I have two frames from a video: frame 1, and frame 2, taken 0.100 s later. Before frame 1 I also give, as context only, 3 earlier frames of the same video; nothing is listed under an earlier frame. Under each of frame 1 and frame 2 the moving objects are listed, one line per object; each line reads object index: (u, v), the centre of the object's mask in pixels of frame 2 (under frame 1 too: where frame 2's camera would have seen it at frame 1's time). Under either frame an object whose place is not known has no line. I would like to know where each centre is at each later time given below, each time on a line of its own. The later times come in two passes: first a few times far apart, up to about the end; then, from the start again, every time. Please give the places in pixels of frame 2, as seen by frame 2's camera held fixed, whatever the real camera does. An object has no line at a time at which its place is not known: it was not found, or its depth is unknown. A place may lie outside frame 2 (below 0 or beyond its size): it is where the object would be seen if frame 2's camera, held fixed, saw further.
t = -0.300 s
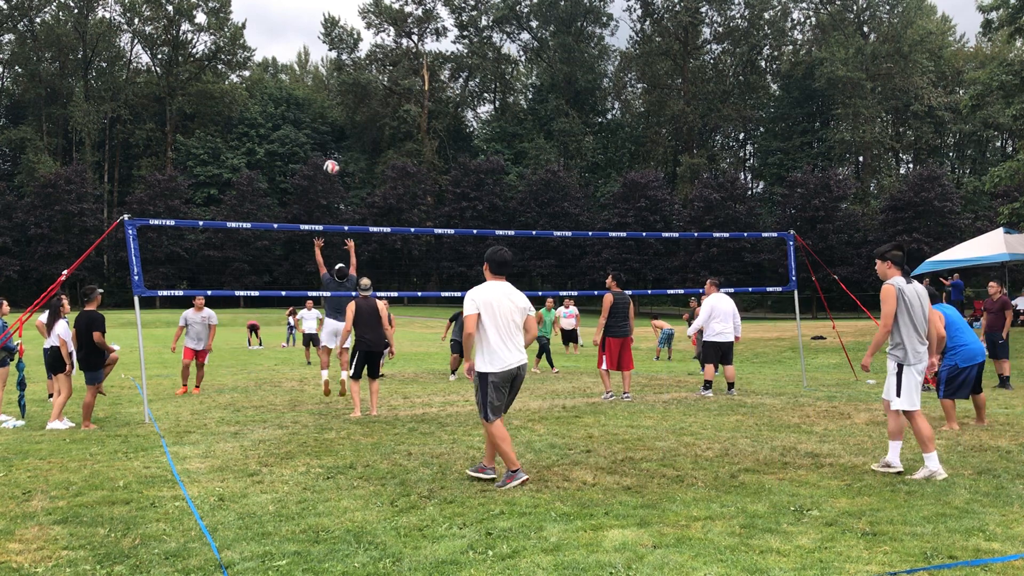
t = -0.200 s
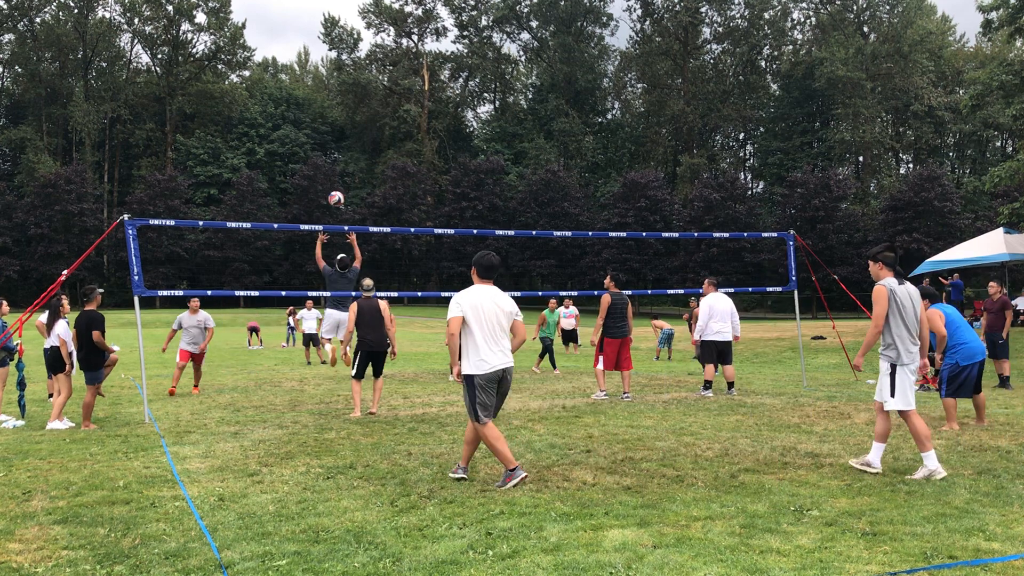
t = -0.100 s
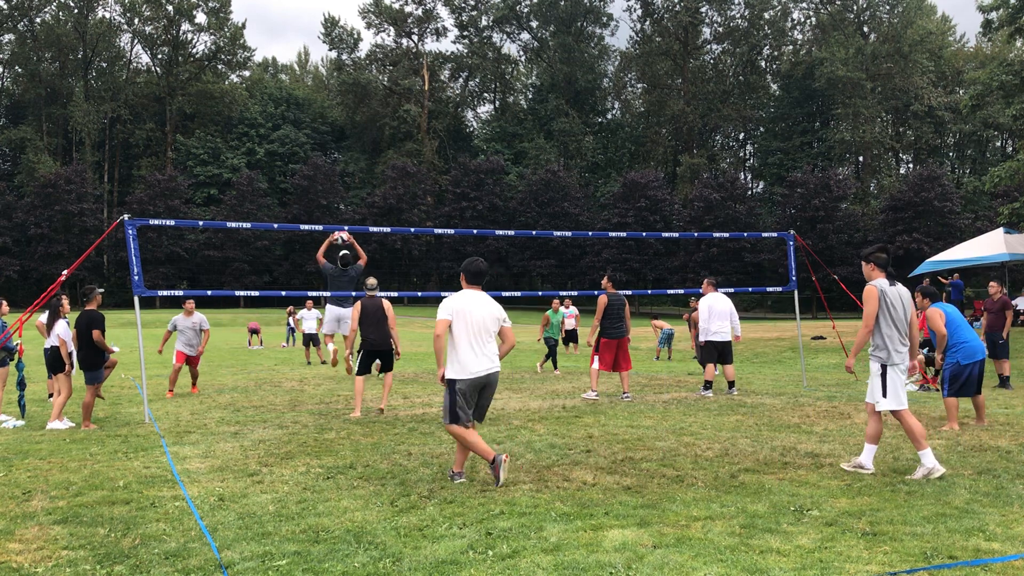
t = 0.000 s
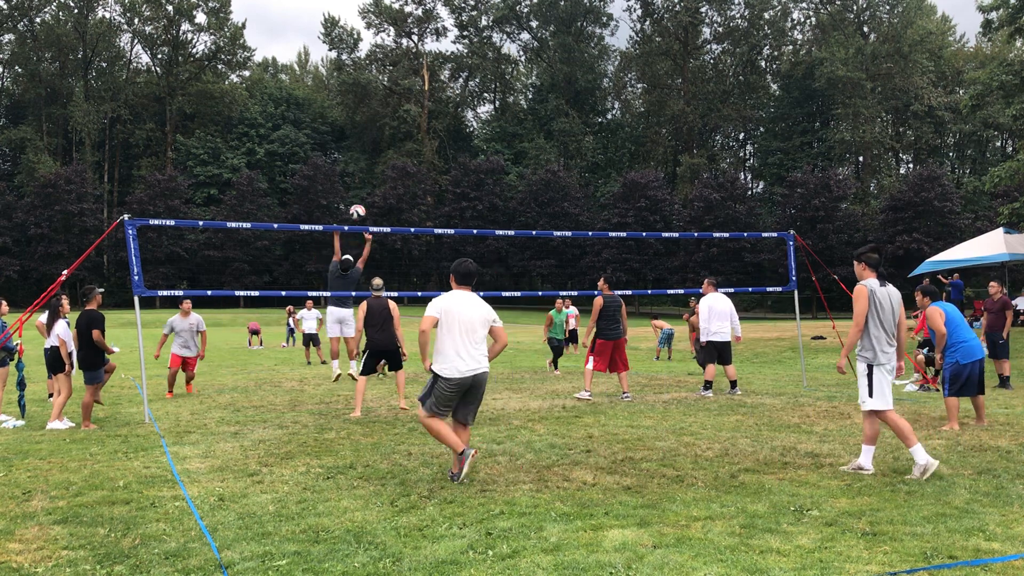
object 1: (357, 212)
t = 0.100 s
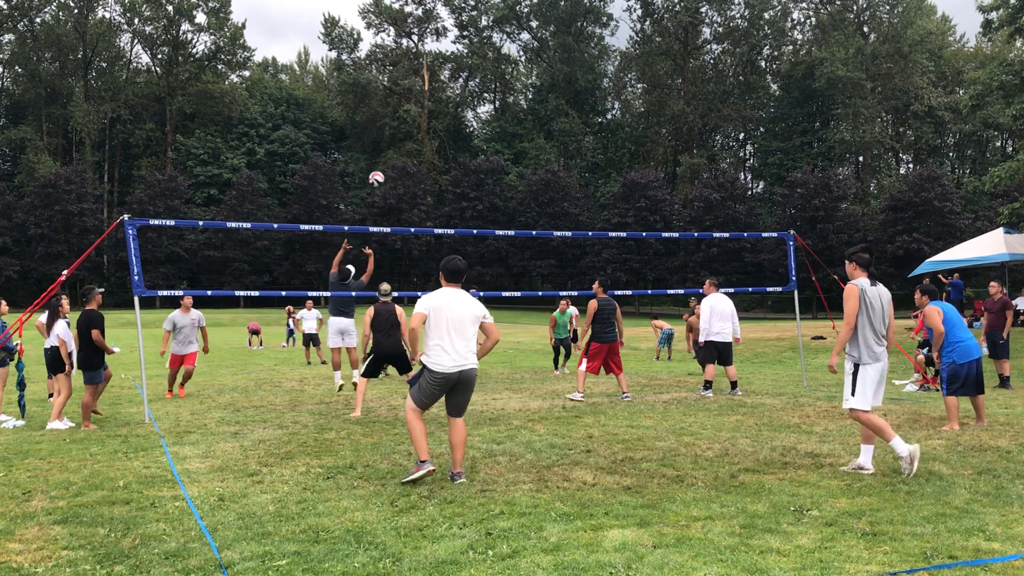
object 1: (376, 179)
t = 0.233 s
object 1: (401, 147)
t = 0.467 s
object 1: (443, 123)
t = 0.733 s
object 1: (488, 141)
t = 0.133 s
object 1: (382, 169)
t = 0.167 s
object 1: (389, 161)
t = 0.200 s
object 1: (395, 154)
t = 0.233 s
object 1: (401, 147)
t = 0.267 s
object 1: (407, 141)
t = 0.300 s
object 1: (413, 136)
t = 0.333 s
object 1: (419, 132)
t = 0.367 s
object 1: (425, 128)
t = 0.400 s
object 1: (431, 126)
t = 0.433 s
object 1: (437, 124)
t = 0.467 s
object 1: (443, 123)
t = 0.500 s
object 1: (449, 123)
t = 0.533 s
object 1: (454, 123)
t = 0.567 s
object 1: (460, 124)
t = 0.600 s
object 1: (466, 126)
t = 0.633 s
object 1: (471, 128)
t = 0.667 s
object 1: (477, 132)
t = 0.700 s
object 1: (482, 136)
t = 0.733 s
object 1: (488, 141)
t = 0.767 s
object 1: (494, 146)
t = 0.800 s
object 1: (499, 152)
